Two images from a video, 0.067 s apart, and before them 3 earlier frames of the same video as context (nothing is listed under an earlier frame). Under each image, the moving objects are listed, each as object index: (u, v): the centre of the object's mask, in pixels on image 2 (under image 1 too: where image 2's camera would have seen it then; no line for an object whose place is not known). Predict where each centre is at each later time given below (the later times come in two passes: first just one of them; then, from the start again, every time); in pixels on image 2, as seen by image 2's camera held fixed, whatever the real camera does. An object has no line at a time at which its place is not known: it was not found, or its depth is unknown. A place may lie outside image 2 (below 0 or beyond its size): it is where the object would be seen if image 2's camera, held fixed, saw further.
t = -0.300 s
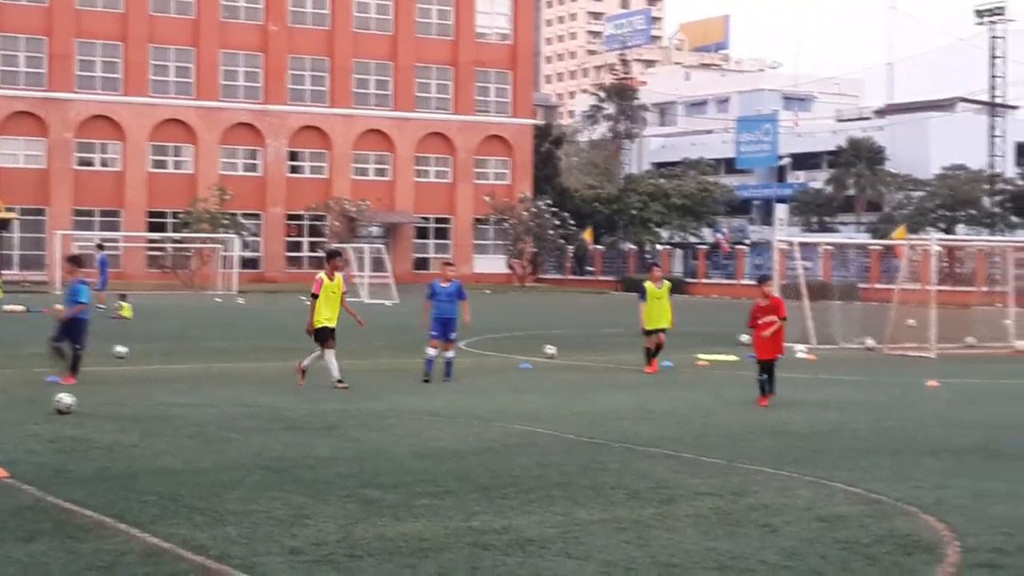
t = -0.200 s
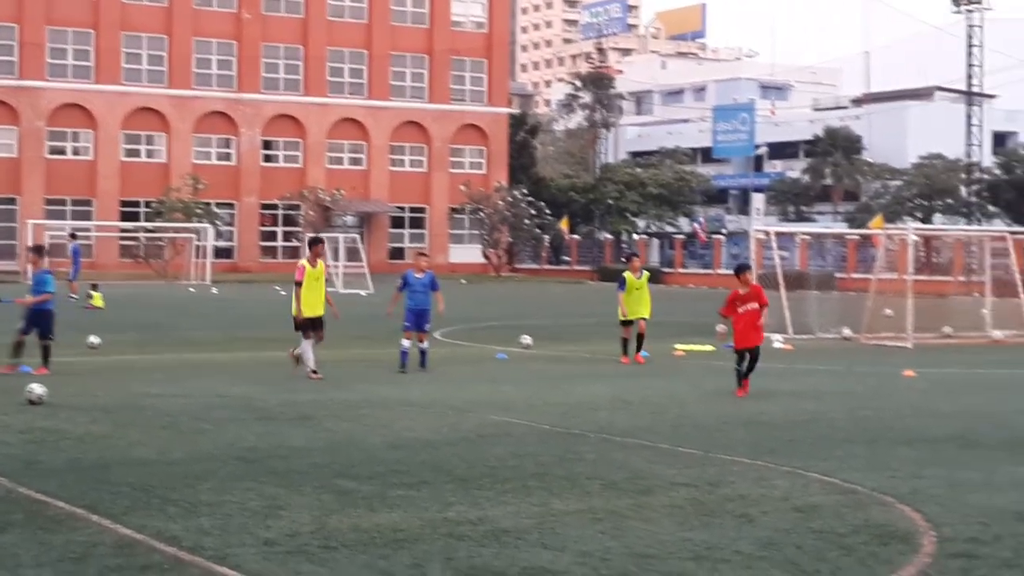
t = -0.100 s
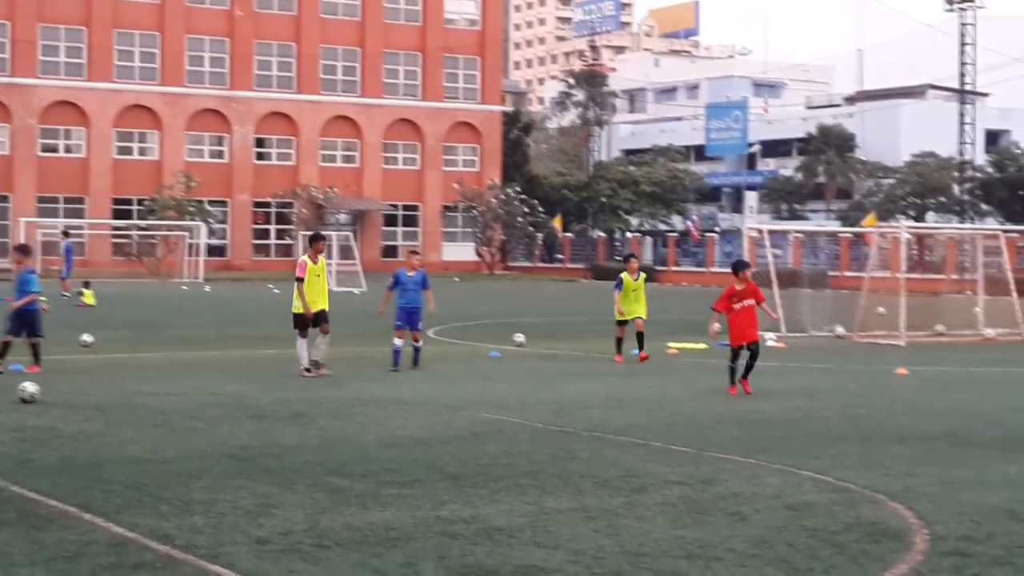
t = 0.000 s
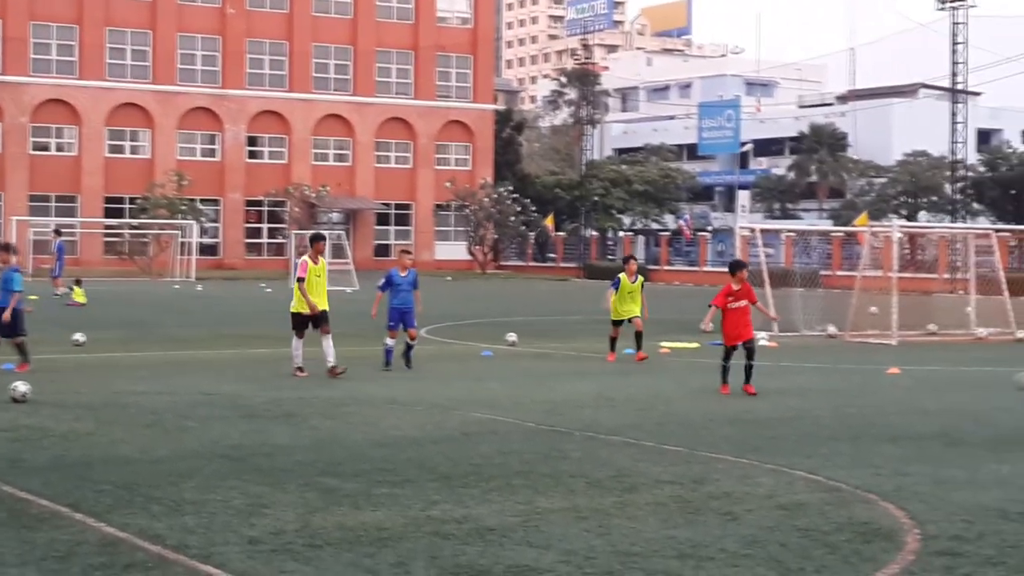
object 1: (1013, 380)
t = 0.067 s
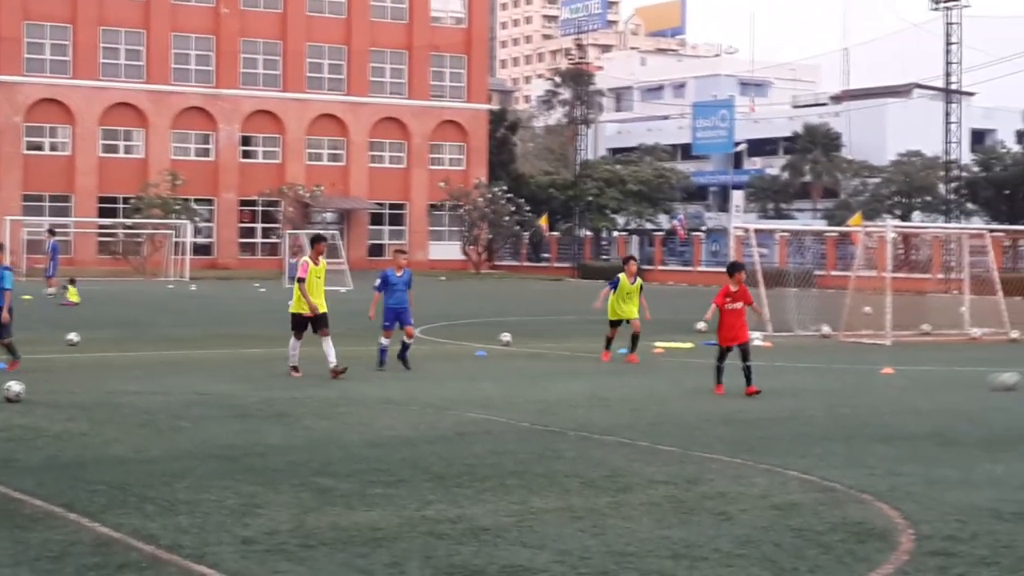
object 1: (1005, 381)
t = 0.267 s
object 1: (942, 384)
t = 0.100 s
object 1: (993, 381)
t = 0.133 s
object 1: (983, 382)
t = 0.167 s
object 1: (973, 383)
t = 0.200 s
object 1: (963, 383)
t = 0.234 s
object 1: (952, 384)
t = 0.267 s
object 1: (942, 384)
